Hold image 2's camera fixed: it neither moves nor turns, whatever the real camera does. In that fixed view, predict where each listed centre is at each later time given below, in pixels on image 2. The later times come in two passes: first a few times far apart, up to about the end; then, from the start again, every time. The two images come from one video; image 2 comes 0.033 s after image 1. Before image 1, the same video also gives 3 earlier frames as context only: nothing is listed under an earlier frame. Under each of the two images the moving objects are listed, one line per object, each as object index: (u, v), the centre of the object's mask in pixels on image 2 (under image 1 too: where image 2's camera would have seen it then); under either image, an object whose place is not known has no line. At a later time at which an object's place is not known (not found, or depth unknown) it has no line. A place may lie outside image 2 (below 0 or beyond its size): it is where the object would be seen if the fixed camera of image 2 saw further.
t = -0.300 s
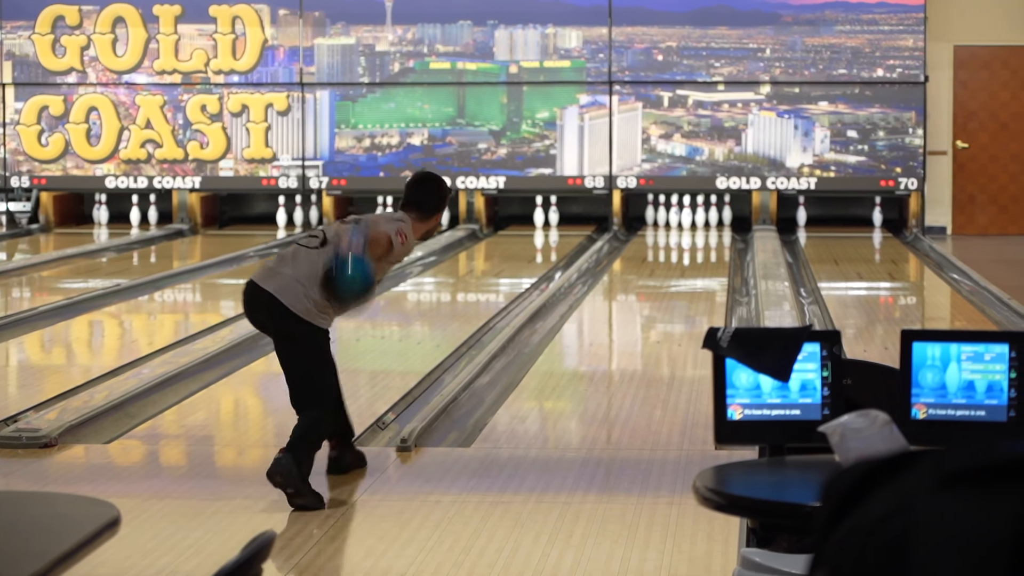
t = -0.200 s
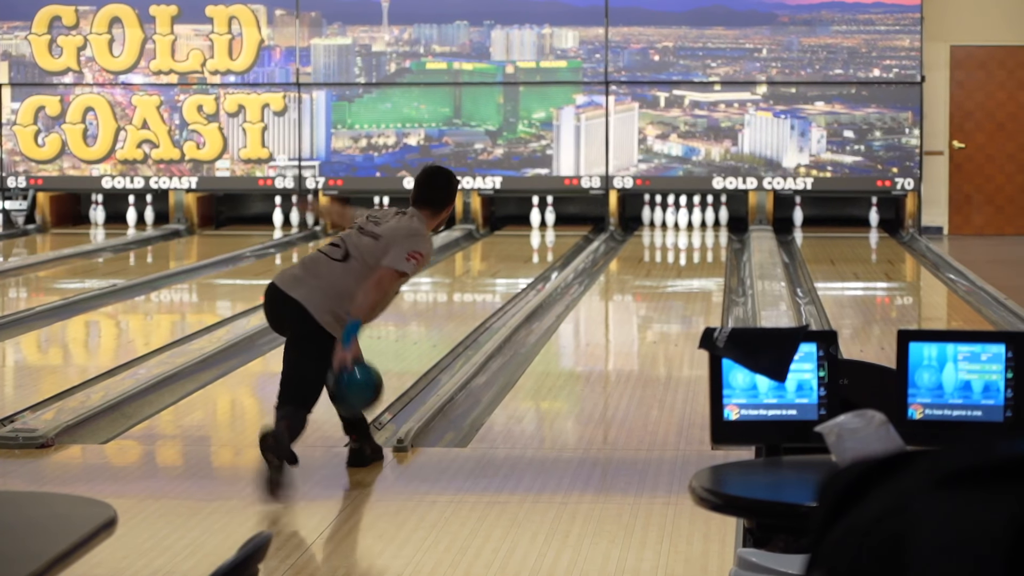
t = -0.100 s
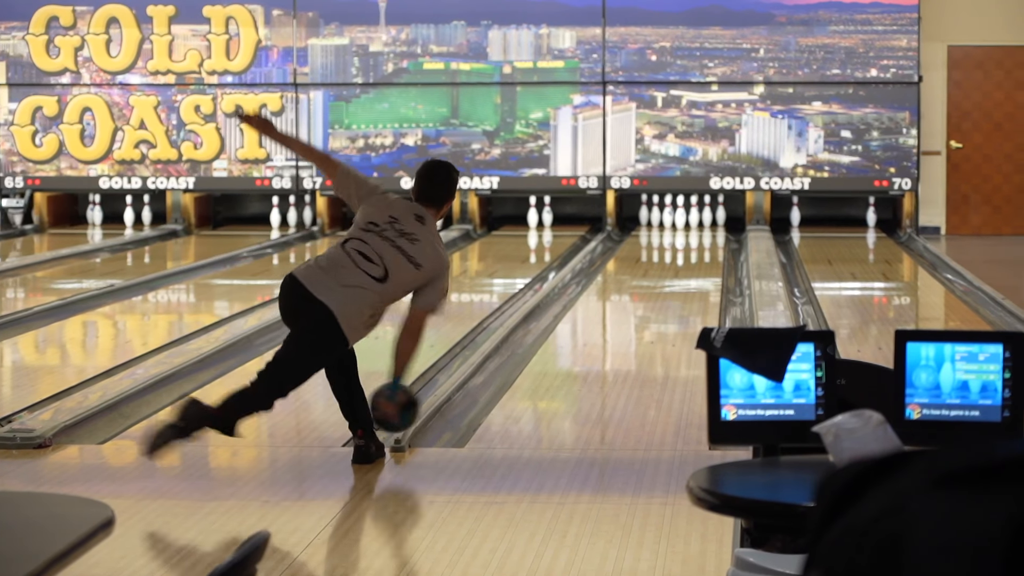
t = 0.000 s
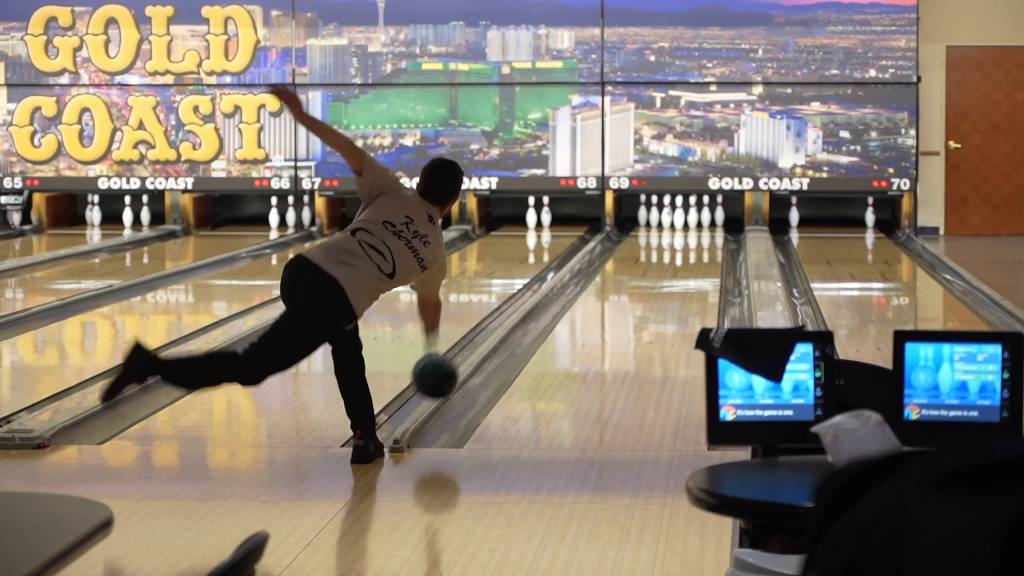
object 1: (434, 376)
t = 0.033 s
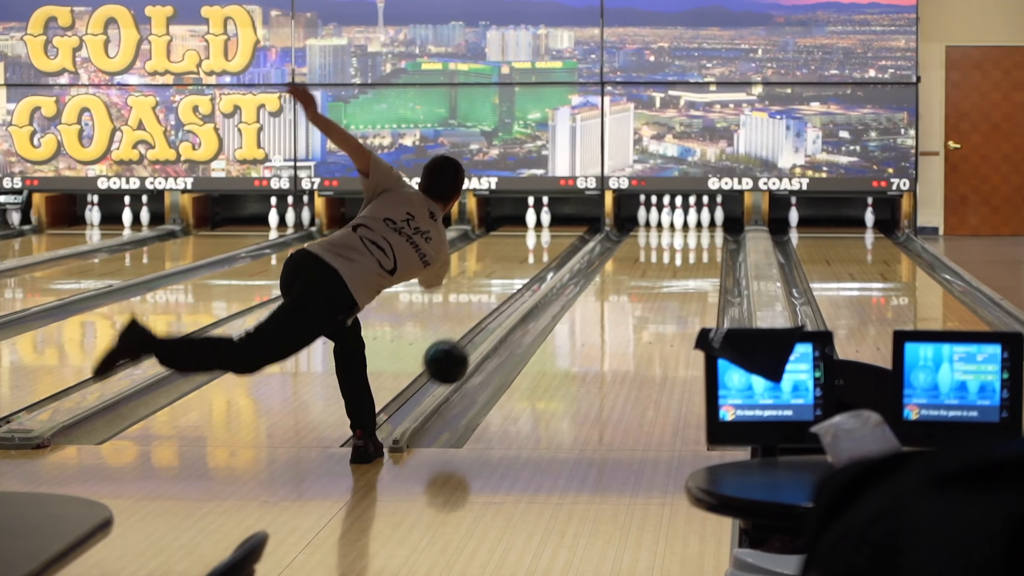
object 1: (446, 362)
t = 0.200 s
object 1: (495, 329)
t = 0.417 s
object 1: (546, 339)
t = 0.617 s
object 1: (582, 316)
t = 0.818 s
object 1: (611, 297)
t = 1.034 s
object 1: (636, 281)
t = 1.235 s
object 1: (655, 268)
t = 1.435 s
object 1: (670, 257)
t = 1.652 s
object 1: (682, 246)
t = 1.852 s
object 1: (689, 238)
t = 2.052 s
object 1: (689, 230)
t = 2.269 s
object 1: (683, 223)
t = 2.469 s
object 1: (678, 219)
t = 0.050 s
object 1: (451, 355)
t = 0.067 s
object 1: (457, 350)
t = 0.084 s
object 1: (462, 345)
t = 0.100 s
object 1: (467, 341)
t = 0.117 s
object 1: (472, 338)
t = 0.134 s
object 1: (477, 335)
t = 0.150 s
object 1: (482, 333)
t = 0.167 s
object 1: (486, 331)
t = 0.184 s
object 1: (491, 330)
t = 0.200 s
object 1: (495, 329)
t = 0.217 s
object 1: (500, 329)
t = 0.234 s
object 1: (504, 331)
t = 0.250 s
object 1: (508, 331)
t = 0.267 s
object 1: (512, 333)
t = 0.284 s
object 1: (516, 335)
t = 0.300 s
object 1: (520, 337)
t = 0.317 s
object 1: (525, 341)
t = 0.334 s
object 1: (528, 344)
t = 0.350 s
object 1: (532, 347)
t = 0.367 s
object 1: (536, 346)
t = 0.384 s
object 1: (539, 343)
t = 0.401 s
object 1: (543, 341)
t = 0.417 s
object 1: (546, 339)
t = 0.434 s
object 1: (549, 337)
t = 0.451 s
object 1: (553, 335)
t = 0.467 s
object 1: (556, 333)
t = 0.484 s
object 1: (559, 331)
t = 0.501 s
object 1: (562, 329)
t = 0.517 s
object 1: (565, 327)
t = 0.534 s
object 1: (568, 325)
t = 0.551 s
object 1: (571, 323)
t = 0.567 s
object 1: (574, 321)
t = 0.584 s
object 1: (577, 319)
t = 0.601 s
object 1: (579, 317)
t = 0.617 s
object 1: (582, 316)
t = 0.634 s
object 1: (585, 314)
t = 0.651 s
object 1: (587, 312)
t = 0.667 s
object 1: (590, 310)
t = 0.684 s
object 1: (592, 309)
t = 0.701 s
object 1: (595, 307)
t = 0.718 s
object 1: (597, 306)
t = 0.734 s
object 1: (599, 304)
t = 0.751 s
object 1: (602, 303)
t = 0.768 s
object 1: (604, 301)
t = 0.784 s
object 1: (606, 300)
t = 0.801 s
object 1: (609, 298)
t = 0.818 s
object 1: (611, 297)
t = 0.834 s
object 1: (613, 295)
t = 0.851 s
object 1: (615, 294)
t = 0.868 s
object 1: (617, 293)
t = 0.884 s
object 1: (619, 291)
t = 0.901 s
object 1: (621, 290)
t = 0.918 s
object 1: (623, 289)
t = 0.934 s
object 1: (625, 288)
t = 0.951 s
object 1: (627, 286)
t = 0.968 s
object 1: (629, 285)
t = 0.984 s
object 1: (630, 284)
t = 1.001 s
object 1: (632, 283)
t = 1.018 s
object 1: (634, 282)
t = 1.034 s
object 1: (636, 281)
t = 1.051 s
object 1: (638, 280)
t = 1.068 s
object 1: (640, 279)
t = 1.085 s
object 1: (641, 277)
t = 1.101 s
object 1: (643, 276)
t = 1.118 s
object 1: (644, 275)
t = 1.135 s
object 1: (646, 274)
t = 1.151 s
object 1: (648, 273)
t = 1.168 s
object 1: (649, 272)
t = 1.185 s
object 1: (650, 271)
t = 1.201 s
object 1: (652, 270)
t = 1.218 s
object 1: (654, 269)
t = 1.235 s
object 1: (655, 268)
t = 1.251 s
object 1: (656, 267)
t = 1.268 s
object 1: (658, 266)
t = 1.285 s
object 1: (659, 265)
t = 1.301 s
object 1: (660, 264)
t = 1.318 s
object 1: (662, 263)
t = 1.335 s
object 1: (663, 262)
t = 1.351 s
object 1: (664, 261)
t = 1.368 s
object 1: (665, 260)
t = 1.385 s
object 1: (667, 259)
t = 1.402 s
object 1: (668, 259)
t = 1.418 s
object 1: (669, 257)
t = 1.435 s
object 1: (670, 257)
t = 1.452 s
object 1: (671, 256)
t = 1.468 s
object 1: (673, 255)
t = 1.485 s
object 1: (673, 254)
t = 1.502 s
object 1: (674, 253)
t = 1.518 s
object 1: (675, 253)
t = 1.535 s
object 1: (677, 252)
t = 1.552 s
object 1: (678, 251)
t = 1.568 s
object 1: (679, 250)
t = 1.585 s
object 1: (679, 249)
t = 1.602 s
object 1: (680, 249)
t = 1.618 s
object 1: (681, 248)
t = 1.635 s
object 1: (682, 247)
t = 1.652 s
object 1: (682, 246)
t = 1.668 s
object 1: (683, 246)
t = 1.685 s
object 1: (684, 245)
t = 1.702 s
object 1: (684, 244)
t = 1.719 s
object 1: (685, 244)
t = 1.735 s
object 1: (686, 243)
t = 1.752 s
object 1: (686, 242)
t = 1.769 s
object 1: (687, 241)
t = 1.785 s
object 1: (687, 241)
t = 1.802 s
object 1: (687, 240)
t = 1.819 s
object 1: (688, 239)
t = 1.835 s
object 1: (688, 239)
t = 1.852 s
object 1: (689, 238)
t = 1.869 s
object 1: (689, 237)
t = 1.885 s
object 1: (689, 237)
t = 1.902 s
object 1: (689, 236)
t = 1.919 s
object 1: (689, 235)
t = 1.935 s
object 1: (690, 235)
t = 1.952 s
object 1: (690, 234)
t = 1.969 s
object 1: (690, 233)
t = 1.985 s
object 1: (690, 233)
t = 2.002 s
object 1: (690, 232)
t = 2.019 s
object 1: (690, 232)
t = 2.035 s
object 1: (689, 231)
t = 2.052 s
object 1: (689, 230)
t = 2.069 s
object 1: (689, 230)
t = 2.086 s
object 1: (689, 229)
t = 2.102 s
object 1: (688, 229)
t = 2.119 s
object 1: (688, 228)
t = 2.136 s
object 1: (687, 228)
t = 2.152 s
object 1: (687, 227)
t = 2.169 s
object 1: (687, 227)
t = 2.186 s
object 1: (686, 226)
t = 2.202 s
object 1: (685, 225)
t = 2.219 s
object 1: (685, 225)
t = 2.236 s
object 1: (684, 224)
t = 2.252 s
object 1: (683, 224)
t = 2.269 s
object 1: (683, 223)
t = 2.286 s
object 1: (682, 223)
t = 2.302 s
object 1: (682, 223)
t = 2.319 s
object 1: (681, 222)
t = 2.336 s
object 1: (680, 222)
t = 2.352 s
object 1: (680, 221)
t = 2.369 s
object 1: (680, 221)
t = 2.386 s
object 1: (679, 220)
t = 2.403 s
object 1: (679, 220)
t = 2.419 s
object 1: (678, 220)
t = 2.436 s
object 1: (678, 220)
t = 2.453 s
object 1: (678, 220)
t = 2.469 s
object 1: (678, 219)
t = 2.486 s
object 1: (678, 218)
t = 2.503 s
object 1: (678, 218)
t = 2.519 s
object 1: (678, 218)
